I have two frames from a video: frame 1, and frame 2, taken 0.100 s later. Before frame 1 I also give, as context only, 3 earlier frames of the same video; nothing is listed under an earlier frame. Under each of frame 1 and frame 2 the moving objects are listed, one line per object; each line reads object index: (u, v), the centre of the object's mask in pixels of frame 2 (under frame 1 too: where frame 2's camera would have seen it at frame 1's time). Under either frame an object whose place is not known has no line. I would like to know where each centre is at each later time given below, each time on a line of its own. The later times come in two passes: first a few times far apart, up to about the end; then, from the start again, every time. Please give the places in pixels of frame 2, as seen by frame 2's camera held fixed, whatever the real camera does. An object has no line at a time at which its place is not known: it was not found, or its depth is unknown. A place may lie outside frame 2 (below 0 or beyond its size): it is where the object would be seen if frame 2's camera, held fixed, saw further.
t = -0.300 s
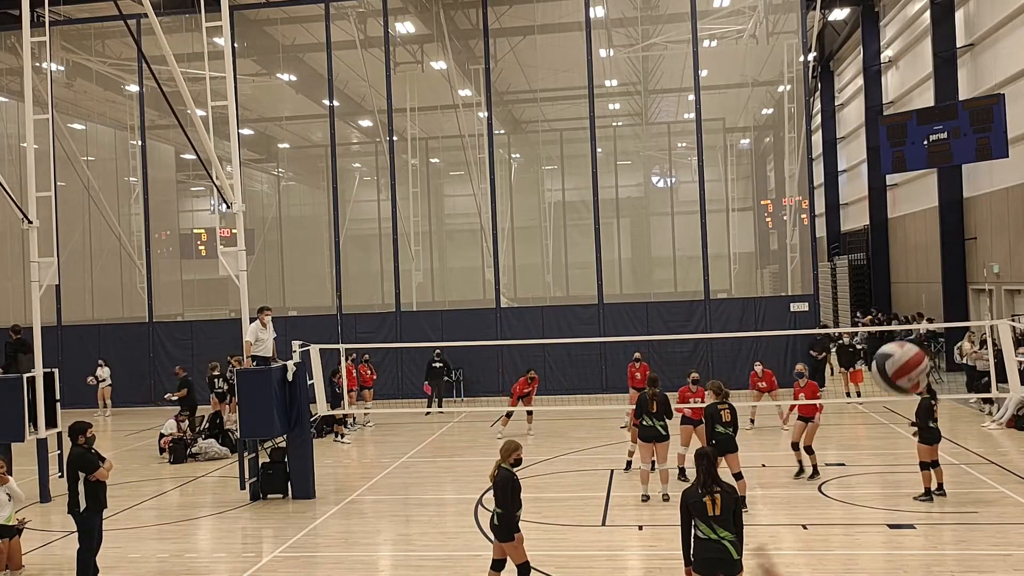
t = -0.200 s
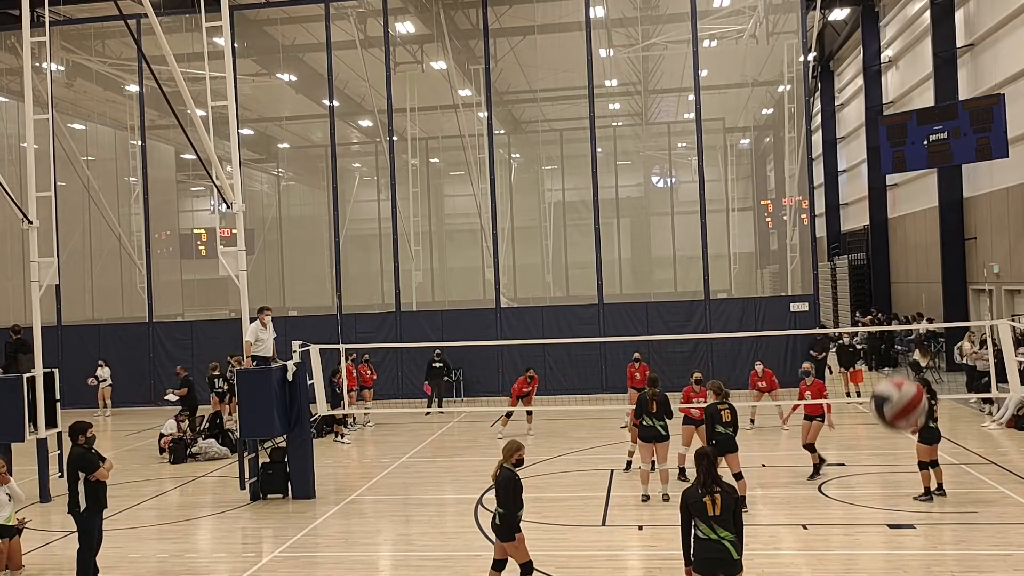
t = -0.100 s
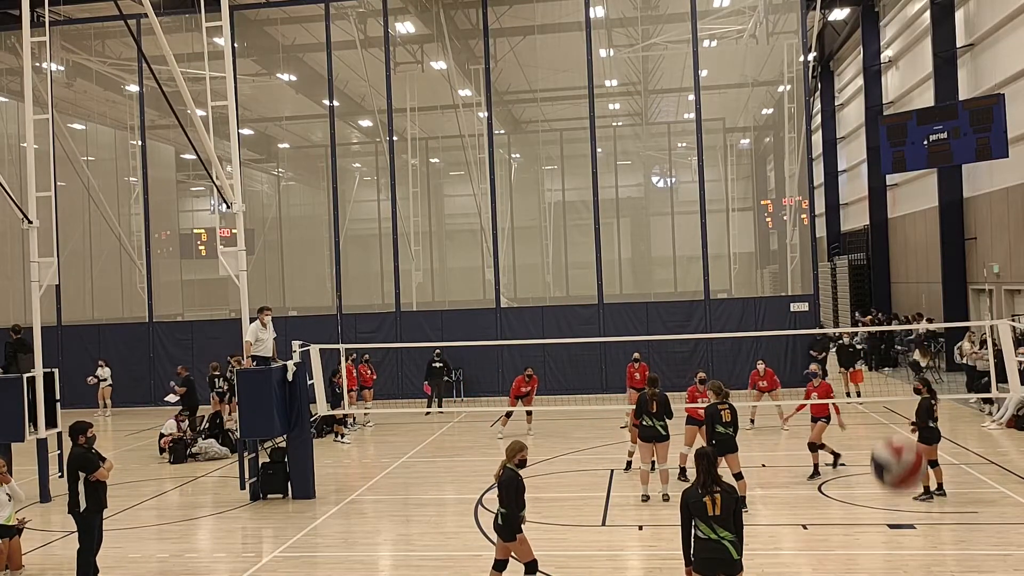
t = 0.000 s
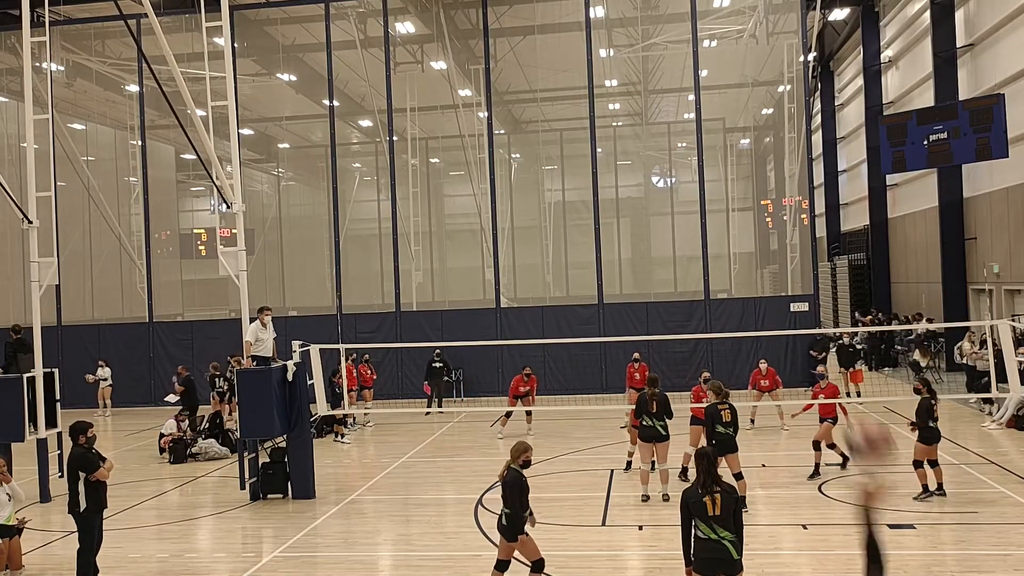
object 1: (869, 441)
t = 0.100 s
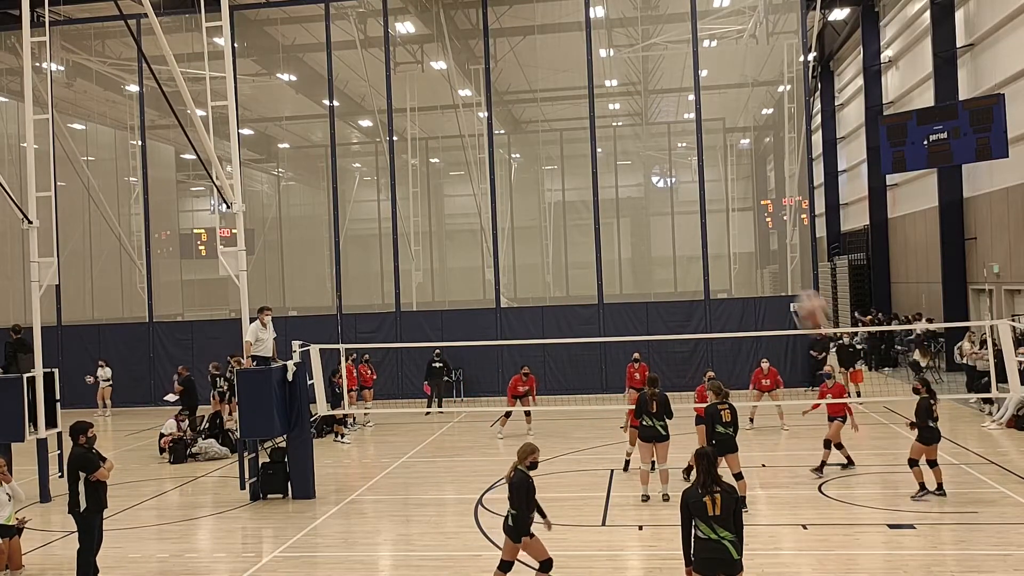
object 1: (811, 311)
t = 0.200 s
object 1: (775, 241)
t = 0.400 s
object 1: (729, 187)
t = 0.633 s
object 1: (705, 186)
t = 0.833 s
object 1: (695, 211)
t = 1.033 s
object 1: (692, 246)
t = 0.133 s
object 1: (799, 284)
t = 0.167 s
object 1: (786, 260)
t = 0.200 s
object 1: (775, 241)
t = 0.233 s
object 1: (765, 227)
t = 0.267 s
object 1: (756, 216)
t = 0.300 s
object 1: (748, 204)
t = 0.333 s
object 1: (742, 198)
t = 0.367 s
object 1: (735, 190)
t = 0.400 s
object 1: (729, 187)
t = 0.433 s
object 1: (724, 184)
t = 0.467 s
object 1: (720, 182)
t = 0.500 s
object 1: (716, 181)
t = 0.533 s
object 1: (714, 181)
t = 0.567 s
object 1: (710, 182)
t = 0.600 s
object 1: (708, 183)
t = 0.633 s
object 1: (705, 186)
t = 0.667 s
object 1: (703, 189)
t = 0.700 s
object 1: (701, 192)
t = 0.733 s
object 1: (699, 197)
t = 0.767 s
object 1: (697, 201)
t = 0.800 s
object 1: (696, 206)
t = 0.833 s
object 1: (695, 211)
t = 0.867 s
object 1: (694, 216)
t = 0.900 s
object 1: (693, 221)
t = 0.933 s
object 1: (693, 227)
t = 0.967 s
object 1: (693, 233)
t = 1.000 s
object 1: (693, 239)
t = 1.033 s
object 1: (692, 246)
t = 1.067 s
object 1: (691, 254)
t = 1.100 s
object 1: (691, 261)
